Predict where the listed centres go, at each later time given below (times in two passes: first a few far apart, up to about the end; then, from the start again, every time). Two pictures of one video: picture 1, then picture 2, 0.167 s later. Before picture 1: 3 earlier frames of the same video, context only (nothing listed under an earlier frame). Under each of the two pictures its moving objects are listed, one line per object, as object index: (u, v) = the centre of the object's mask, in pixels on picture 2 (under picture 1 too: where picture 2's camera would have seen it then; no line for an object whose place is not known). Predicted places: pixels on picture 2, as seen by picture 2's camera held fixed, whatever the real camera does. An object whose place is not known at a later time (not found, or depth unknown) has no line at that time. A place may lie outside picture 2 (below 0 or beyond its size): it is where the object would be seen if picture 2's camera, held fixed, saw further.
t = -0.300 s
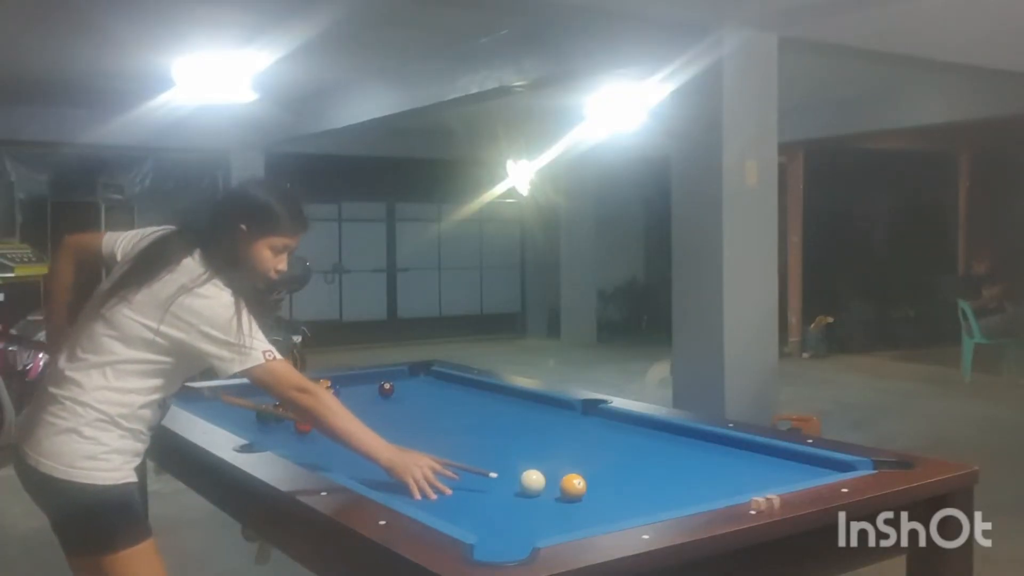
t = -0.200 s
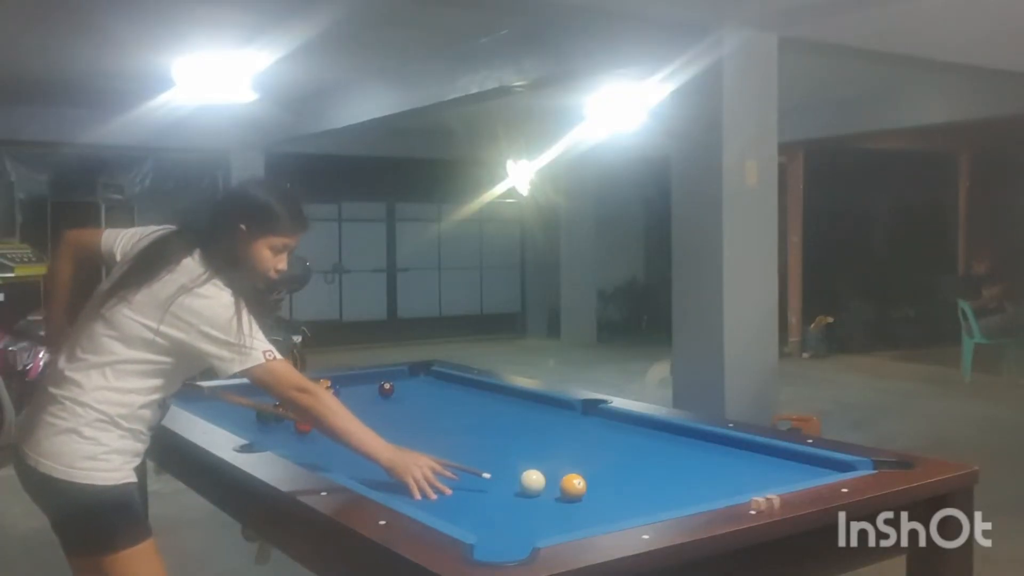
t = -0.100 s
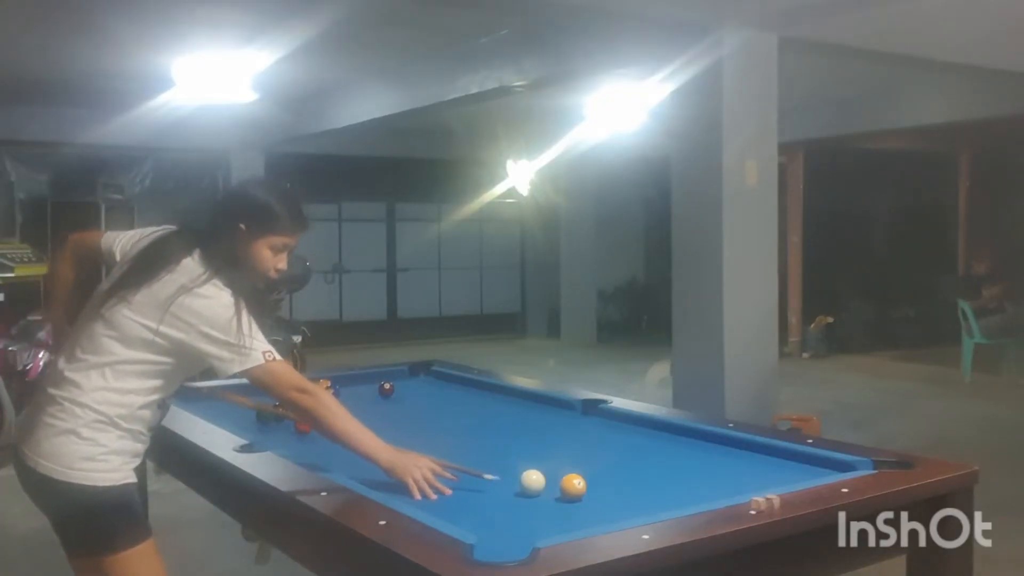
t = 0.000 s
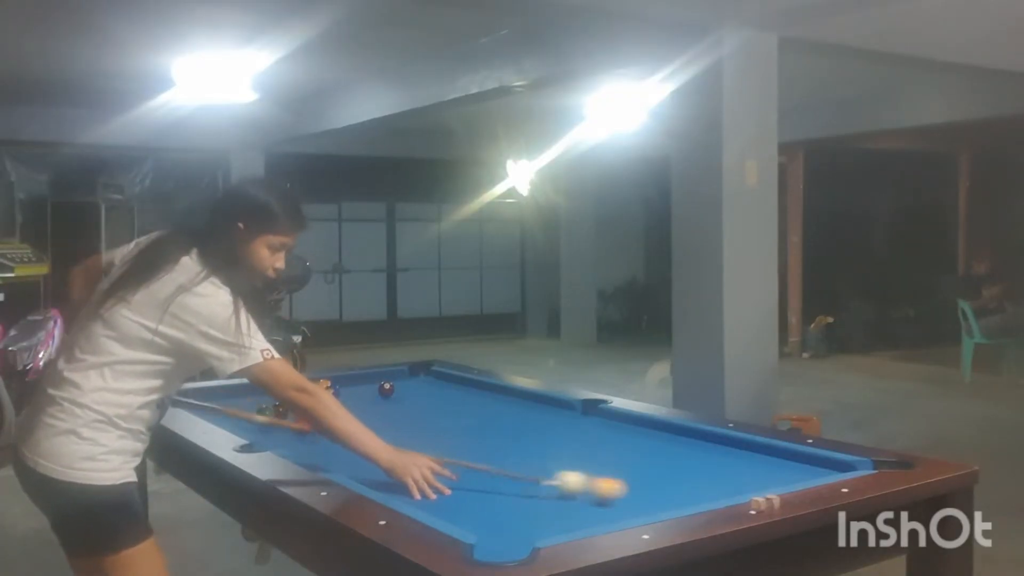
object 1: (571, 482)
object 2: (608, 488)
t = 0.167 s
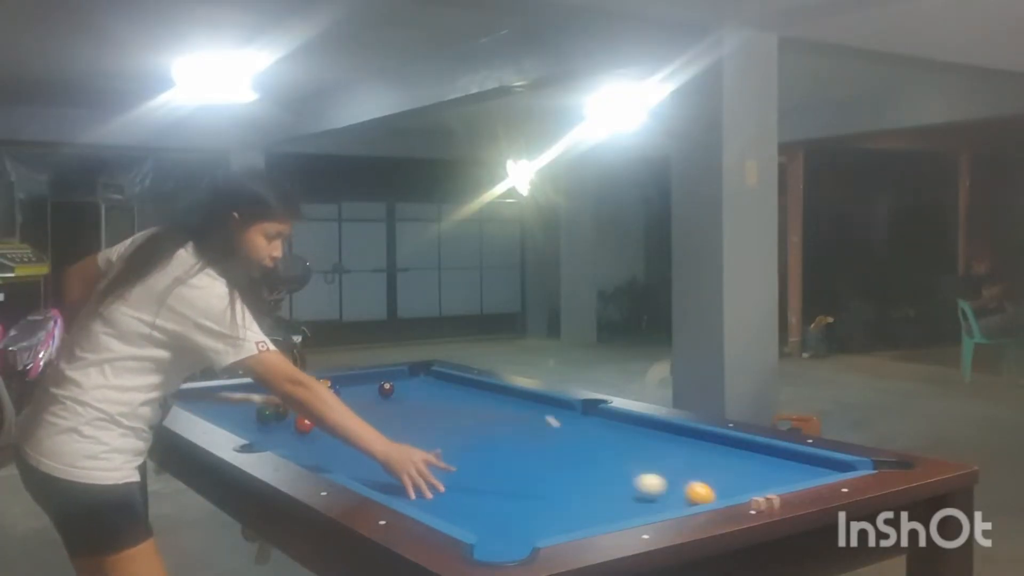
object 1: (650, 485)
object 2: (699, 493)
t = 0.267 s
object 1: (655, 481)
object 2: (712, 488)
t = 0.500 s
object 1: (636, 466)
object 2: (781, 479)
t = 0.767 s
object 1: (621, 453)
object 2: (835, 467)
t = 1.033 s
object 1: (606, 441)
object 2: (861, 465)
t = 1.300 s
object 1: (594, 432)
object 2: (870, 463)
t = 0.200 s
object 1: (662, 485)
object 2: (691, 491)
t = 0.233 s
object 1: (662, 483)
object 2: (698, 489)
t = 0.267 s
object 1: (655, 481)
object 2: (712, 488)
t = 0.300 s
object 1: (651, 478)
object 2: (723, 487)
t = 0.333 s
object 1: (647, 476)
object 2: (733, 486)
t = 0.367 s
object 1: (645, 474)
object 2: (743, 484)
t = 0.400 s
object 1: (642, 472)
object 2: (753, 483)
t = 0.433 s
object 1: (640, 470)
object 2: (762, 482)
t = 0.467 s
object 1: (638, 468)
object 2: (772, 480)
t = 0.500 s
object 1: (636, 466)
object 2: (781, 479)
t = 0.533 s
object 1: (634, 465)
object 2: (790, 478)
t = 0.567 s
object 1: (632, 463)
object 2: (799, 476)
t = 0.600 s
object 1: (630, 461)
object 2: (807, 474)
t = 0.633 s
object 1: (628, 459)
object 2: (813, 473)
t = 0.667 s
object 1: (626, 458)
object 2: (819, 471)
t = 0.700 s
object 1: (624, 456)
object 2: (824, 470)
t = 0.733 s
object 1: (622, 454)
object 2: (830, 468)
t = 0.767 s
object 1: (621, 453)
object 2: (835, 467)
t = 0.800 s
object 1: (619, 451)
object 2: (840, 465)
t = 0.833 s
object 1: (617, 450)
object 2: (845, 464)
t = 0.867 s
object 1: (615, 448)
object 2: (849, 463)
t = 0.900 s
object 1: (613, 447)
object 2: (852, 463)
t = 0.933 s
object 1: (611, 445)
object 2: (854, 463)
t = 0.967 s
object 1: (610, 444)
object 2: (856, 464)
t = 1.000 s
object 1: (608, 443)
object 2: (859, 465)
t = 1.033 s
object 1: (606, 441)
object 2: (861, 465)
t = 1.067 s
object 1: (605, 440)
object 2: (862, 465)
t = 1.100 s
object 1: (603, 439)
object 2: (863, 464)
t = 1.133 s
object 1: (601, 438)
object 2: (864, 464)
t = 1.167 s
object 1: (600, 436)
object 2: (865, 464)
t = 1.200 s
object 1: (598, 435)
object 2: (866, 464)
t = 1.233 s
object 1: (597, 434)
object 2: (867, 463)
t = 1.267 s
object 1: (595, 433)
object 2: (868, 463)
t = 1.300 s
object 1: (594, 432)
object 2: (870, 463)
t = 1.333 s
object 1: (592, 431)
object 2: (873, 463)
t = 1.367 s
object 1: (591, 430)
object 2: (877, 464)
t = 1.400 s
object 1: (589, 429)
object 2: (881, 465)
